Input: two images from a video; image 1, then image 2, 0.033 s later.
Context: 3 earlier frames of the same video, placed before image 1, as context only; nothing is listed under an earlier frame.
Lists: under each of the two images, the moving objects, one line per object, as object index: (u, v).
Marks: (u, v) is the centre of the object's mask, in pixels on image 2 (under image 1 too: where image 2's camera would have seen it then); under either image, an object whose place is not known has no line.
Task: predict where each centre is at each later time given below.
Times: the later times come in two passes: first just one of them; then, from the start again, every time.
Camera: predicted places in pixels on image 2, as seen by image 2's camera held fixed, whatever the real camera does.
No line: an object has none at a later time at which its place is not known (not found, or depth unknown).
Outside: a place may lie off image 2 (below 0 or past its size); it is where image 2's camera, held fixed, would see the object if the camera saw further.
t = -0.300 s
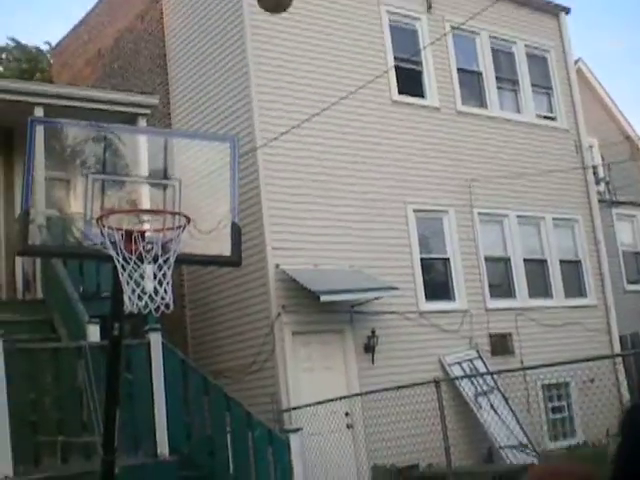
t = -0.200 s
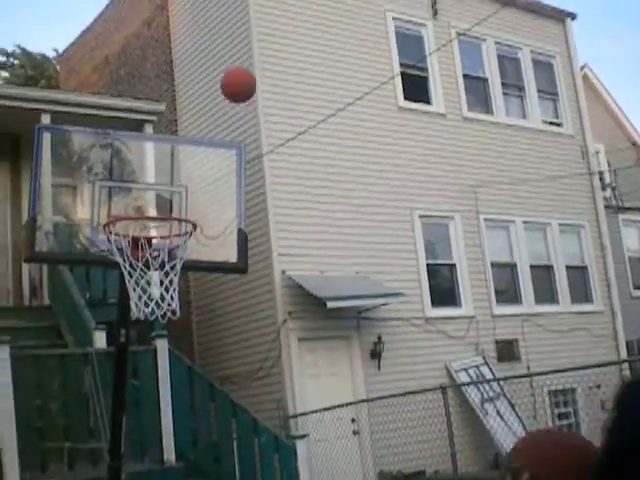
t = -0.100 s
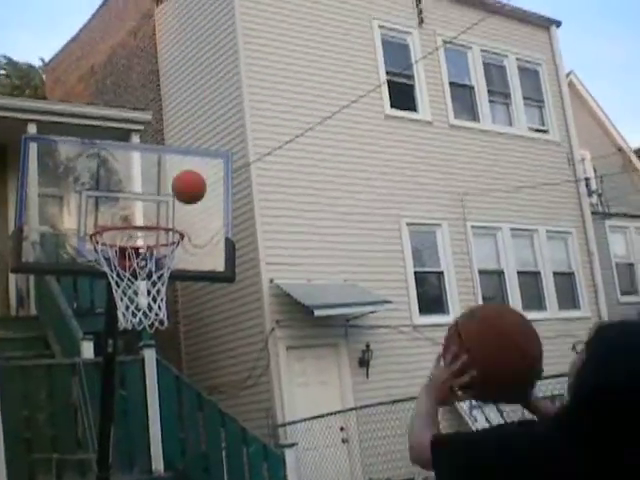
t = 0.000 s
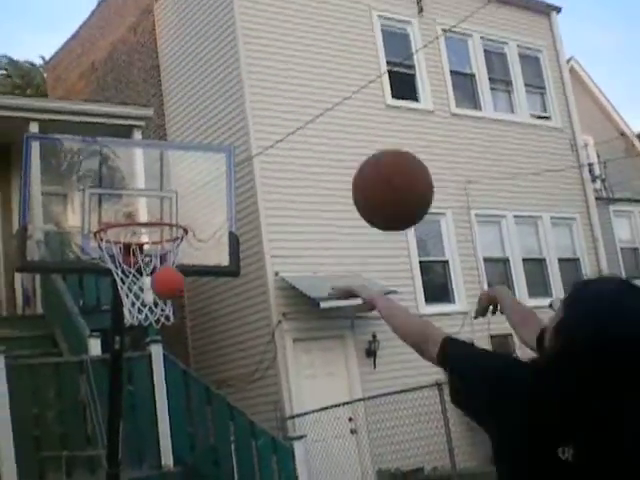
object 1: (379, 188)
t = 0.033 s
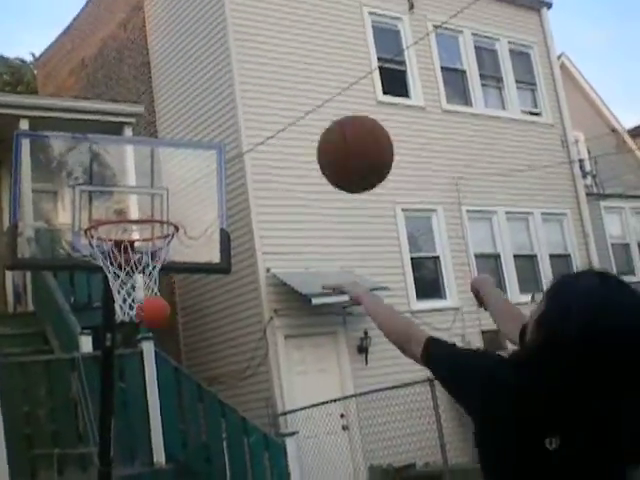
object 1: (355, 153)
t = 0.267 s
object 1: (232, 64)
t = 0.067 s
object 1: (331, 128)
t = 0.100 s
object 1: (309, 108)
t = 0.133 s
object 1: (292, 92)
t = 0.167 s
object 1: (273, 80)
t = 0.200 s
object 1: (257, 72)
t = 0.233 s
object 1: (243, 67)
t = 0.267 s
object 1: (232, 64)
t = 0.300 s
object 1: (221, 64)
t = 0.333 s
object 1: (211, 66)
